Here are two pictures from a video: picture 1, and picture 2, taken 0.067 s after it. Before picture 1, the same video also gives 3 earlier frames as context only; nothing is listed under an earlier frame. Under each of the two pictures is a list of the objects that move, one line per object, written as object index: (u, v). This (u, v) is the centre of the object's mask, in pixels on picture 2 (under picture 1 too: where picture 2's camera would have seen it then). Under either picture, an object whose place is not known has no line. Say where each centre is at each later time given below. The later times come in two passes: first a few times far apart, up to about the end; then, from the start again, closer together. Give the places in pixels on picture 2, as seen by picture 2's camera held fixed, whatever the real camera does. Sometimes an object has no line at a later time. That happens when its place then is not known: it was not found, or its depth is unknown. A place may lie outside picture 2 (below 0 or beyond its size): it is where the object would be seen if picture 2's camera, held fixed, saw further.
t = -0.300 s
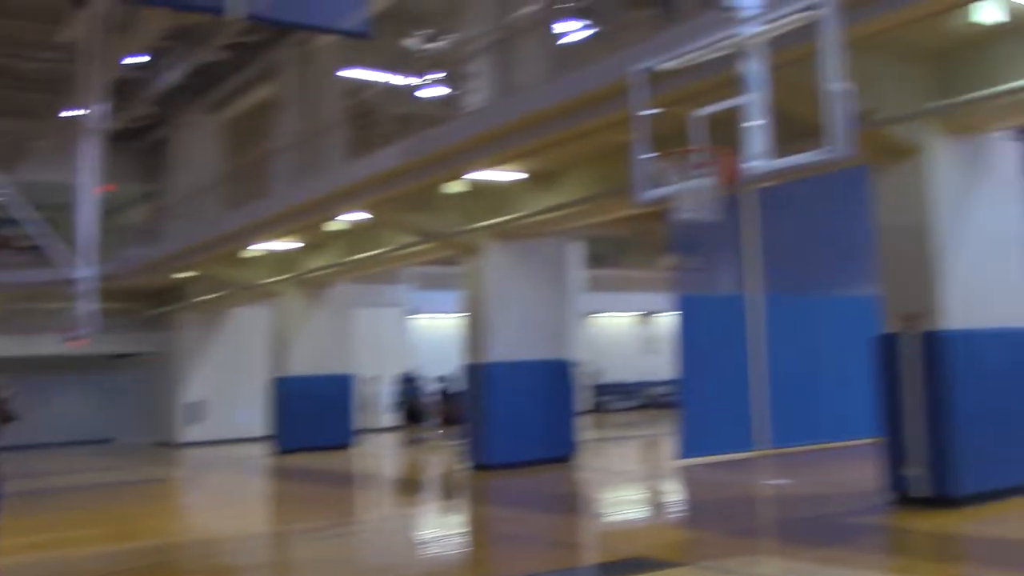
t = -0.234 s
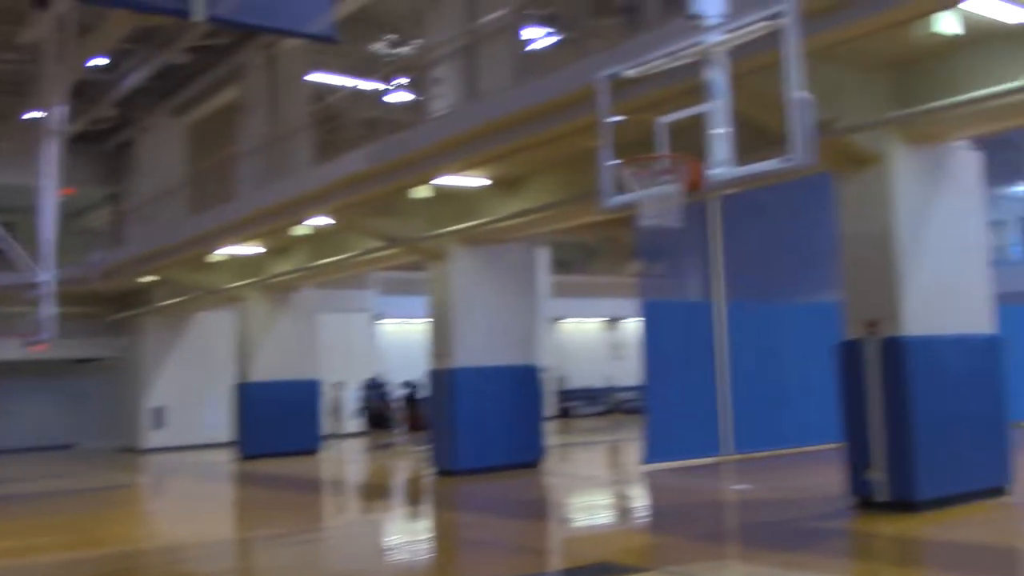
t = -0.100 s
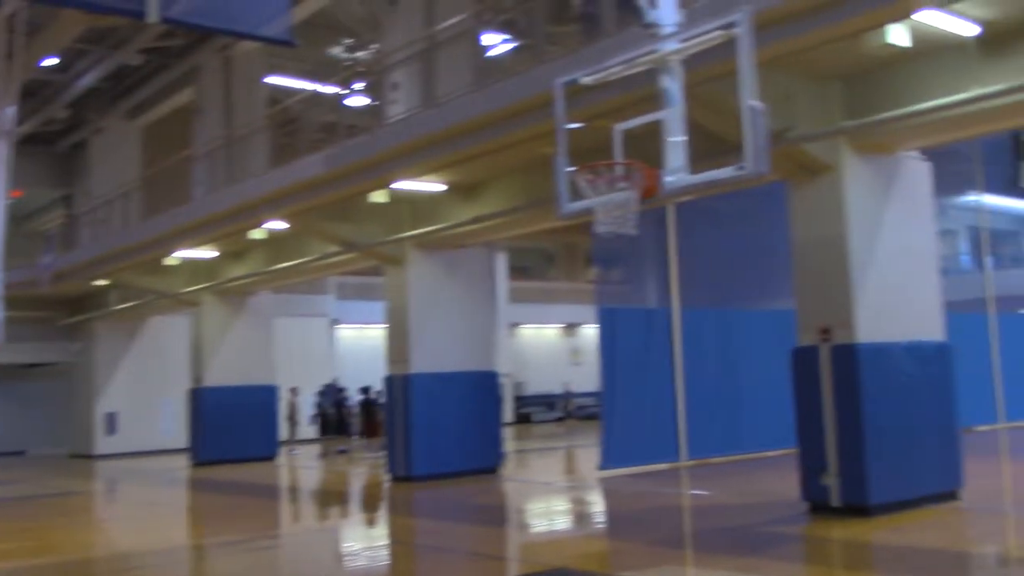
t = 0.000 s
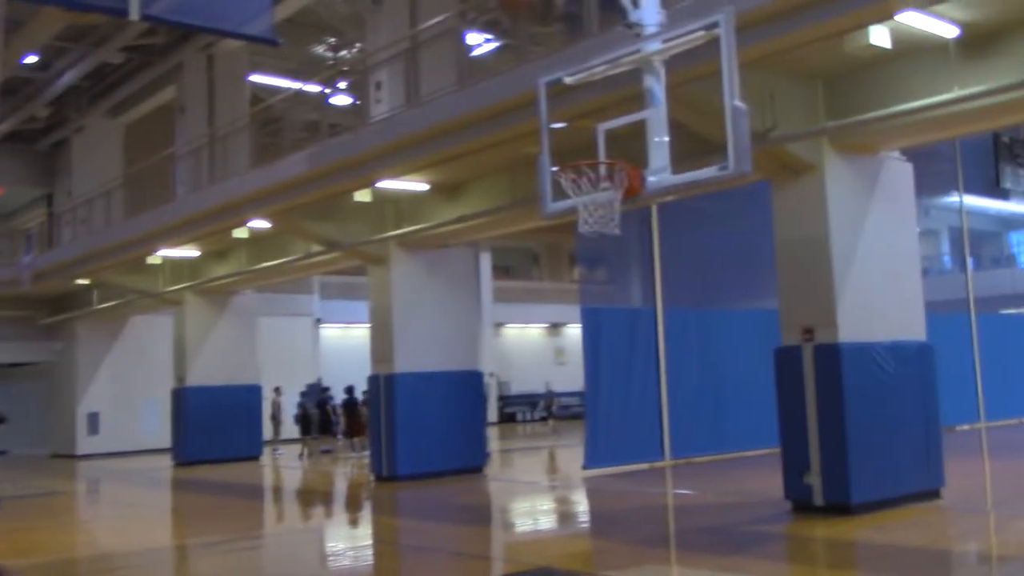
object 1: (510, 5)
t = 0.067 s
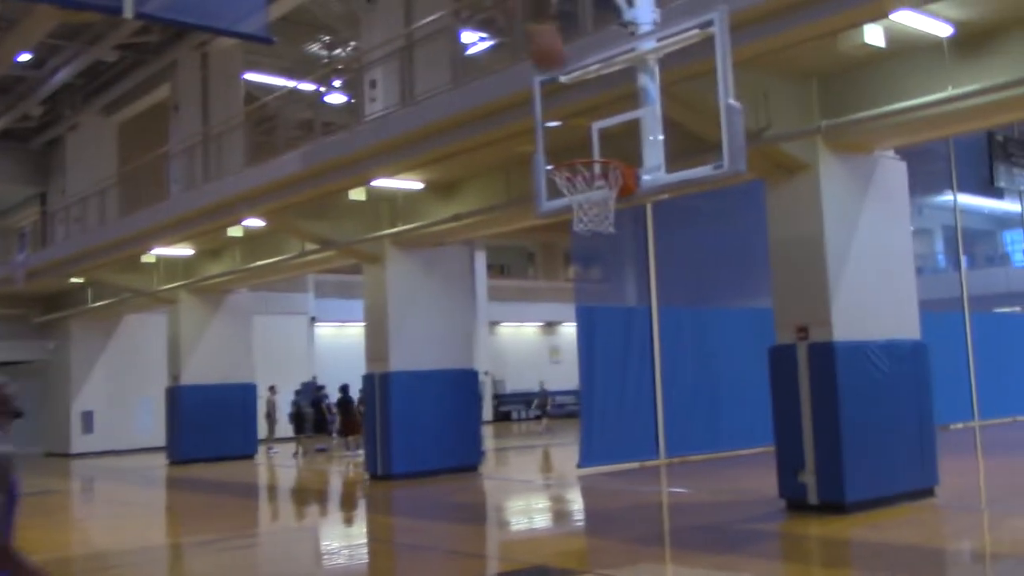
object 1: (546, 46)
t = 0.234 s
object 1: (583, 154)
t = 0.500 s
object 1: (572, 100)
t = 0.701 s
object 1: (586, 103)
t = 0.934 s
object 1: (610, 198)
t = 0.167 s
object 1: (604, 142)
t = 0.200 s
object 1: (600, 151)
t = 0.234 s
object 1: (583, 154)
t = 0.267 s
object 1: (571, 150)
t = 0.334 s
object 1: (567, 140)
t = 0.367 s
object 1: (567, 125)
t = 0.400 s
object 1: (567, 117)
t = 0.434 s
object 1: (568, 109)
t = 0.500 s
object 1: (572, 100)
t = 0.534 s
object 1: (575, 97)
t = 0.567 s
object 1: (577, 96)
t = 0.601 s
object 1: (578, 96)
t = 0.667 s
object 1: (584, 100)
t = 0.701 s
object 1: (586, 103)
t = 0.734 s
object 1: (589, 111)
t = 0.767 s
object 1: (592, 119)
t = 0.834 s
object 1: (600, 146)
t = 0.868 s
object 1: (603, 158)
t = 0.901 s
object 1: (606, 175)
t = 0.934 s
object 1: (610, 198)
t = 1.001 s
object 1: (620, 243)
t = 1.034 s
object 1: (622, 268)
